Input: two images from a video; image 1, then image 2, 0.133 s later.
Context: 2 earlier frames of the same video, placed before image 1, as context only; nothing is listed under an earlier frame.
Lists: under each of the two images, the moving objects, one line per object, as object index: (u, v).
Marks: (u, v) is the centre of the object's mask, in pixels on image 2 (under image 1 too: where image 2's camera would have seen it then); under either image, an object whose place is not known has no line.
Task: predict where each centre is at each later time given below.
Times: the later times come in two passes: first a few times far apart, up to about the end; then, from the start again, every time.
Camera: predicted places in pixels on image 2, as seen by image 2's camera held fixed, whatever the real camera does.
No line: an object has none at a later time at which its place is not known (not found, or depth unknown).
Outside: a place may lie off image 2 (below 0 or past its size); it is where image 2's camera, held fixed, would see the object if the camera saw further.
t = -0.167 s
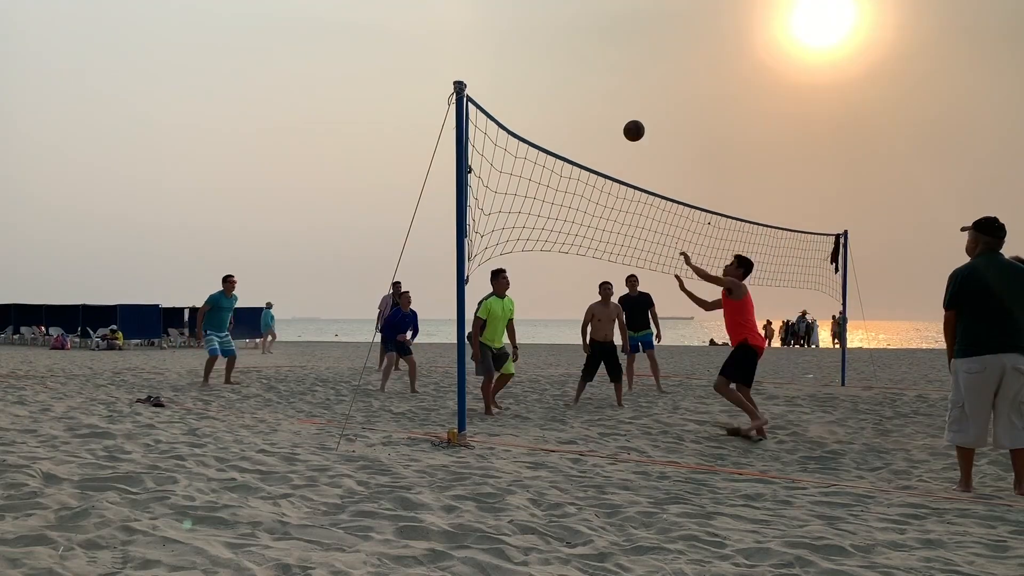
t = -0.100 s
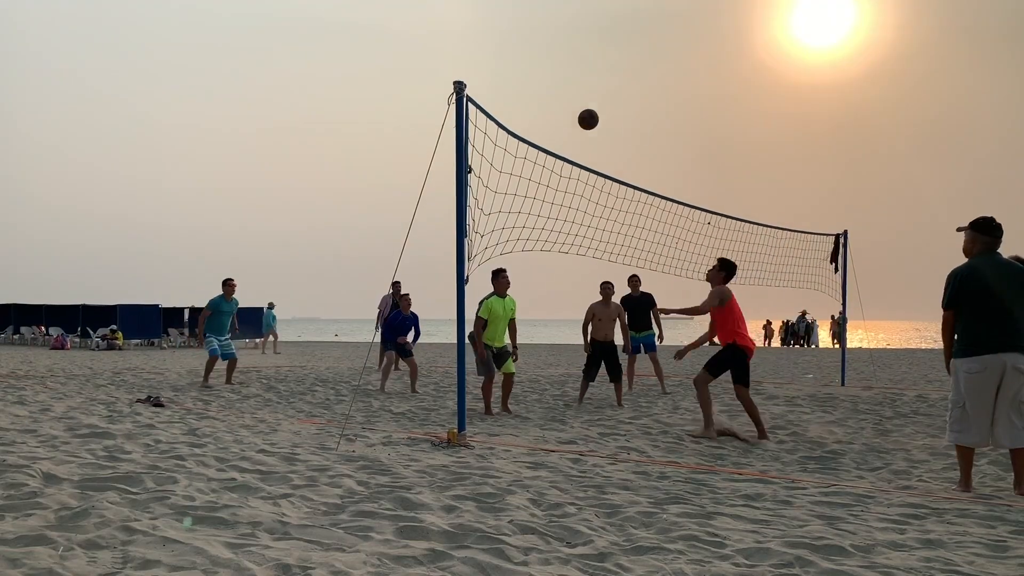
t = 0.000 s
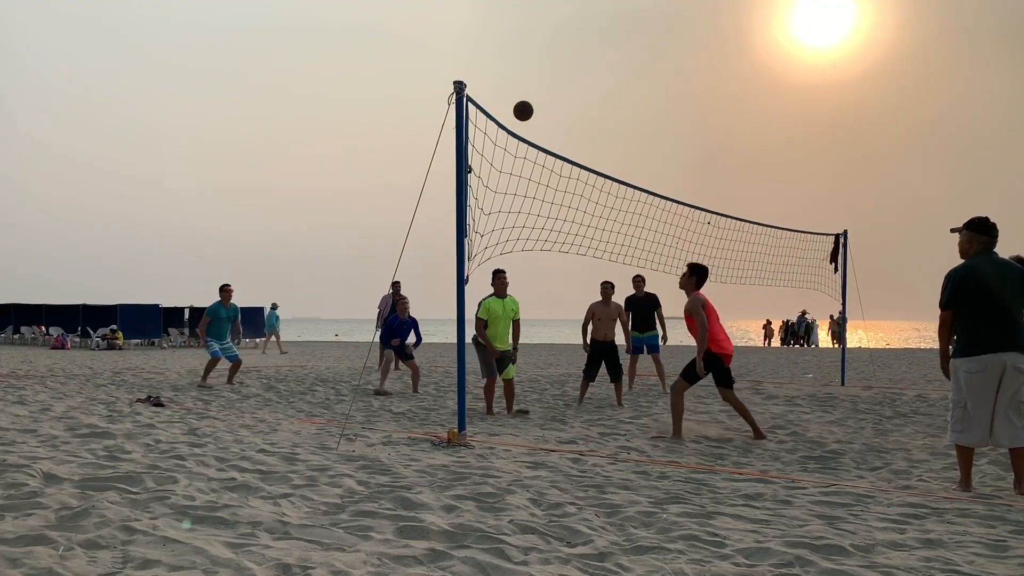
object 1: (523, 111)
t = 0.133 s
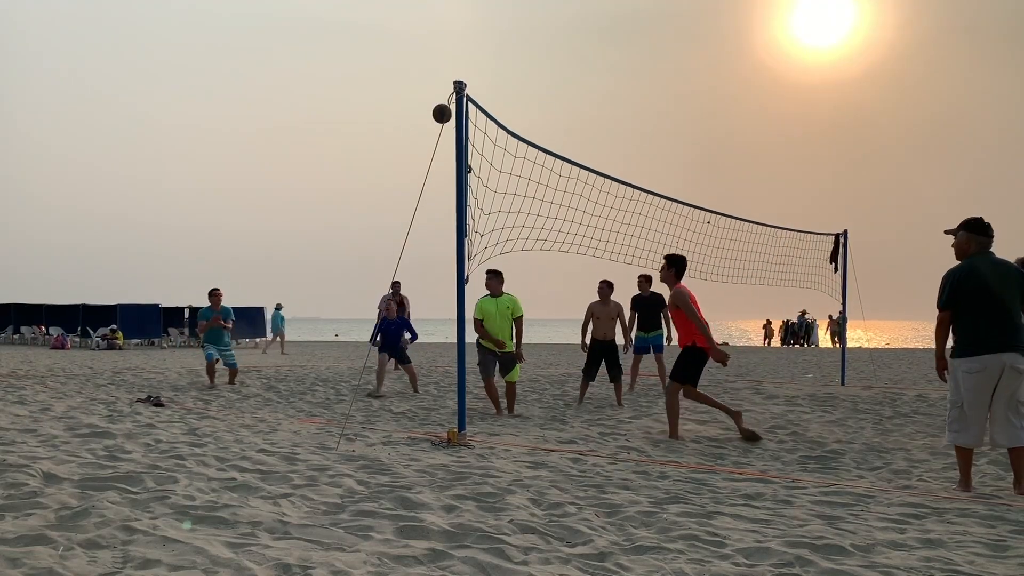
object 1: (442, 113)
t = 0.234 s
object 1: (385, 126)
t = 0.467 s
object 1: (262, 185)
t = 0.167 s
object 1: (423, 117)
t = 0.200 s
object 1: (404, 121)
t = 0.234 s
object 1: (385, 126)
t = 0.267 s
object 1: (367, 132)
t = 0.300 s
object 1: (348, 139)
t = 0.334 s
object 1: (330, 146)
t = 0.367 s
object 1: (313, 155)
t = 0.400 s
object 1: (296, 164)
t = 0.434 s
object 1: (279, 174)
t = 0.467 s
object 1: (262, 185)
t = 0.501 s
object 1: (245, 197)
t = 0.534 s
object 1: (229, 209)
